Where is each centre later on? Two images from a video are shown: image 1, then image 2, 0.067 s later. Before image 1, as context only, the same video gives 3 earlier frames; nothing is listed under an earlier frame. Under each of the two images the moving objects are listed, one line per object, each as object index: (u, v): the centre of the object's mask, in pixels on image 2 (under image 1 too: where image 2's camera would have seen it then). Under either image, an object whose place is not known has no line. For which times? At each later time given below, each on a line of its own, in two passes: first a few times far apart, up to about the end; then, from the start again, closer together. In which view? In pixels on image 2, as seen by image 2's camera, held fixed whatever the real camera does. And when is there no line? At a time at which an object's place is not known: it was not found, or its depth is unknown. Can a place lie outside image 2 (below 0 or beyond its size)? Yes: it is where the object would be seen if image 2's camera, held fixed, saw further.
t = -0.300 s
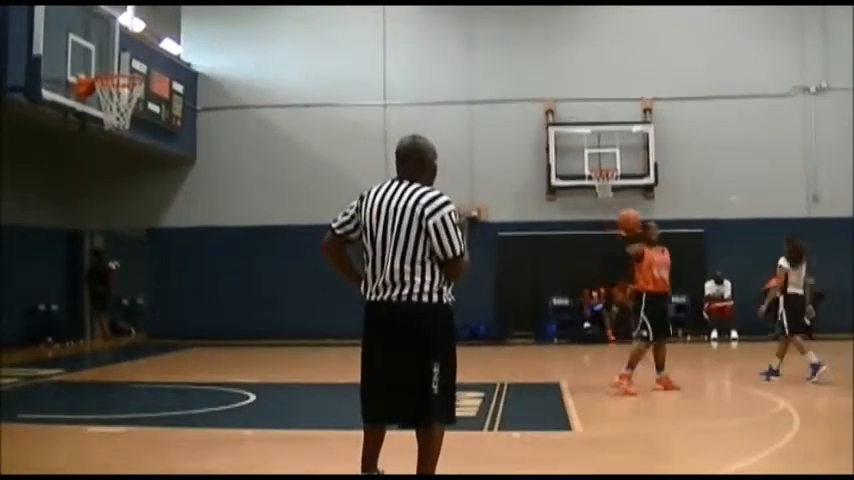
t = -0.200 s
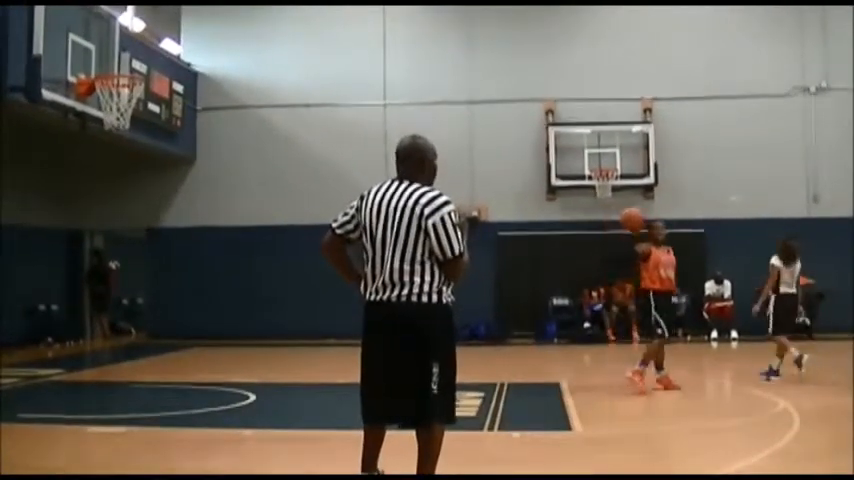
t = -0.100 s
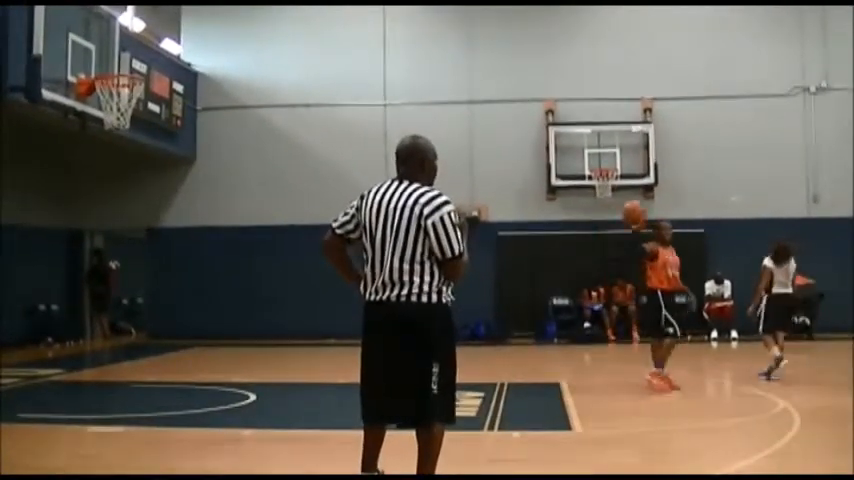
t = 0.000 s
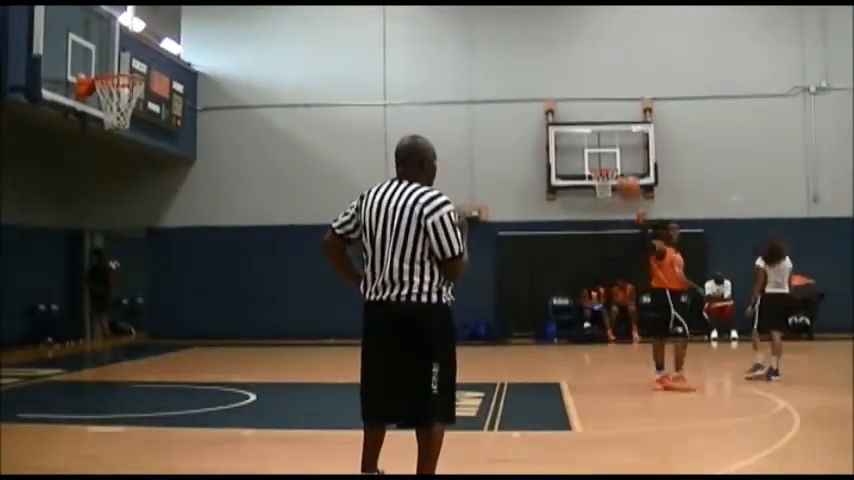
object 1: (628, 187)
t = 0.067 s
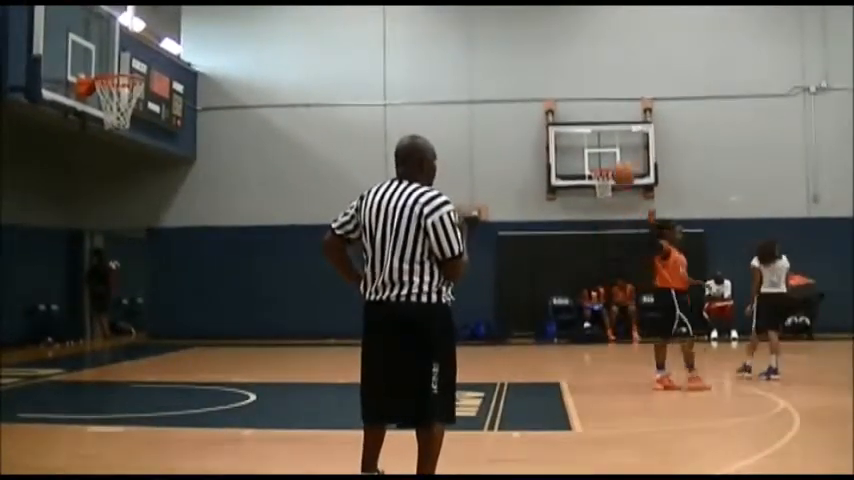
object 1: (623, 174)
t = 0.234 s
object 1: (614, 159)
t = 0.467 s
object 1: (594, 191)
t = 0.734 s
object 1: (568, 331)
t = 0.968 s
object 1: (545, 355)
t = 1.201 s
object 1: (527, 251)
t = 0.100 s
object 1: (620, 168)
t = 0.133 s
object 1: (619, 165)
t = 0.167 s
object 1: (617, 161)
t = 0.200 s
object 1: (614, 159)
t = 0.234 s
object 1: (614, 159)
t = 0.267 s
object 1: (611, 159)
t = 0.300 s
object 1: (608, 162)
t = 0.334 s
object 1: (603, 165)
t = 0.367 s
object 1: (601, 168)
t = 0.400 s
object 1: (599, 174)
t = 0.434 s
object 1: (596, 181)
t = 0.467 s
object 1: (594, 191)
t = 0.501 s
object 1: (590, 201)
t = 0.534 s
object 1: (588, 215)
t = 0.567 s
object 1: (585, 230)
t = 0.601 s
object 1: (582, 246)
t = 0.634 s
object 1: (578, 264)
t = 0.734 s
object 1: (568, 331)
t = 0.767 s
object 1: (563, 362)
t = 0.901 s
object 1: (550, 397)
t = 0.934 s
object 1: (548, 386)
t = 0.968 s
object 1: (545, 355)
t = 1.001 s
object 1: (545, 334)
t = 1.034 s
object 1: (542, 318)
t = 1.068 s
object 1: (538, 301)
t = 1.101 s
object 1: (536, 287)
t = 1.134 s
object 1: (532, 274)
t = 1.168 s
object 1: (530, 261)
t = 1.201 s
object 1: (527, 251)
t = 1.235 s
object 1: (524, 242)
